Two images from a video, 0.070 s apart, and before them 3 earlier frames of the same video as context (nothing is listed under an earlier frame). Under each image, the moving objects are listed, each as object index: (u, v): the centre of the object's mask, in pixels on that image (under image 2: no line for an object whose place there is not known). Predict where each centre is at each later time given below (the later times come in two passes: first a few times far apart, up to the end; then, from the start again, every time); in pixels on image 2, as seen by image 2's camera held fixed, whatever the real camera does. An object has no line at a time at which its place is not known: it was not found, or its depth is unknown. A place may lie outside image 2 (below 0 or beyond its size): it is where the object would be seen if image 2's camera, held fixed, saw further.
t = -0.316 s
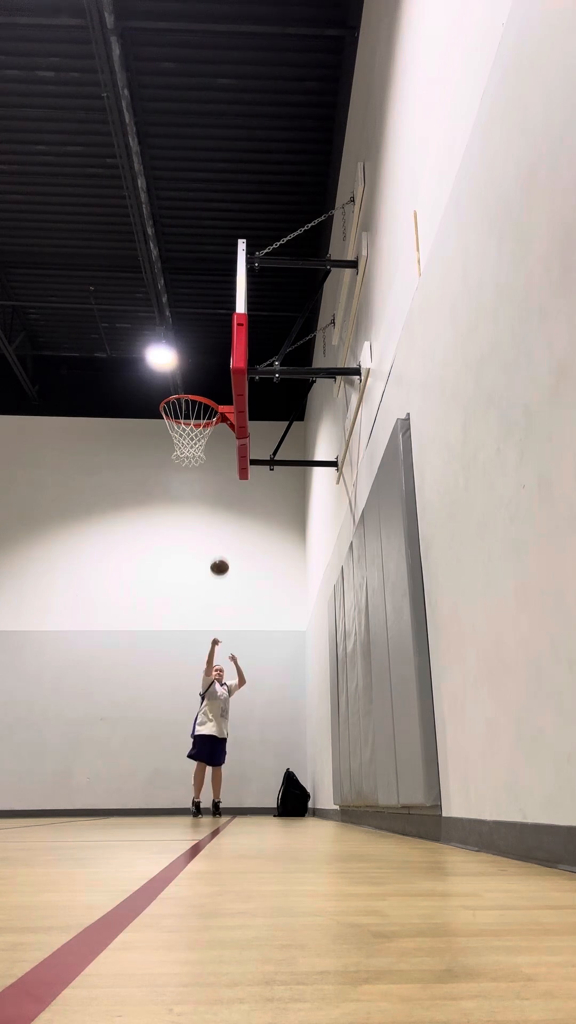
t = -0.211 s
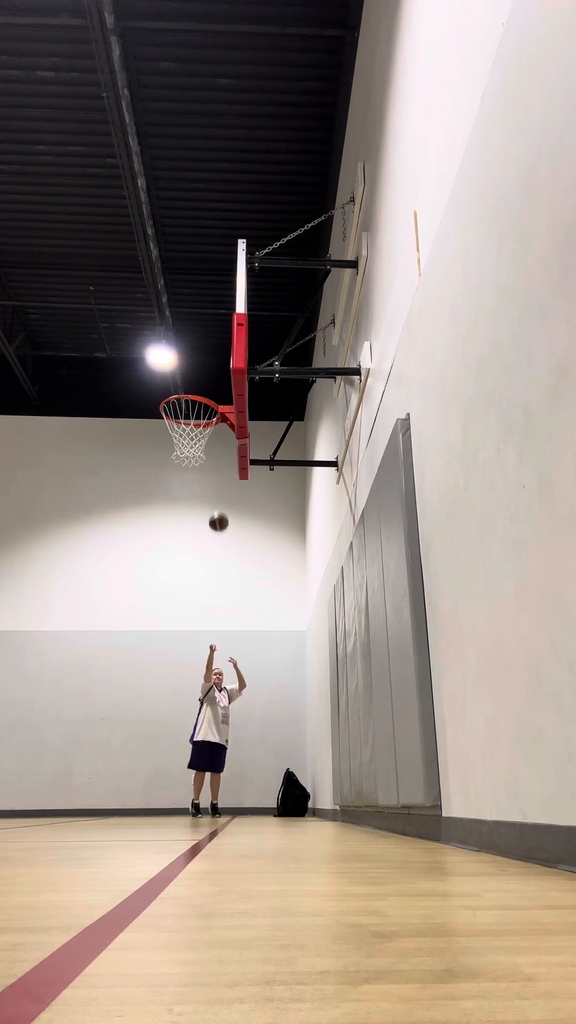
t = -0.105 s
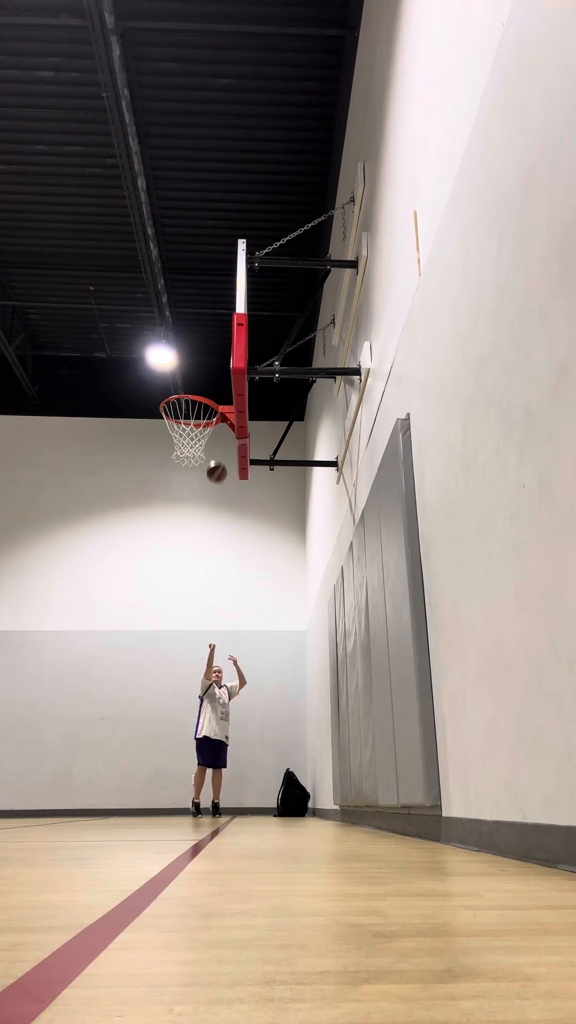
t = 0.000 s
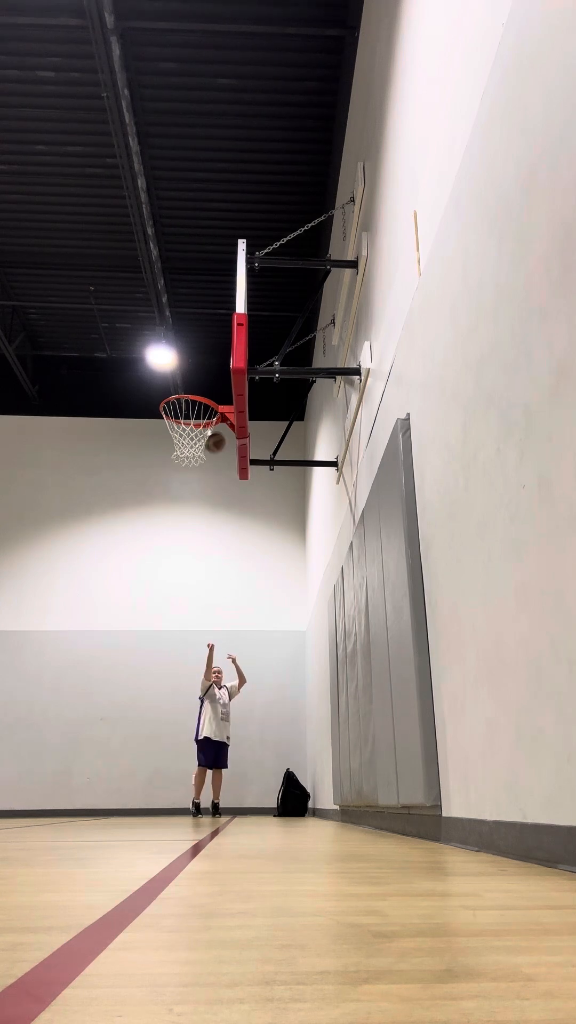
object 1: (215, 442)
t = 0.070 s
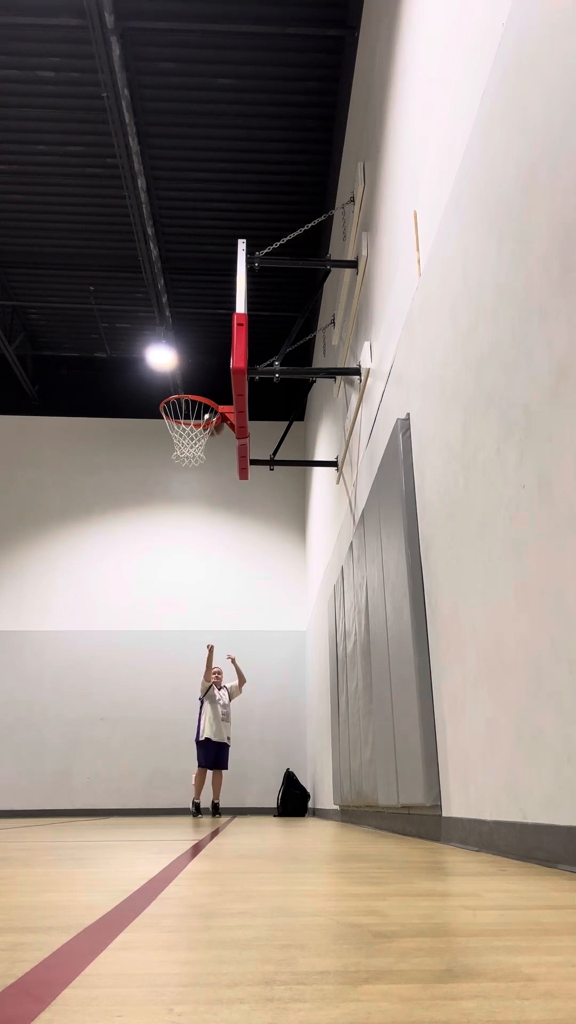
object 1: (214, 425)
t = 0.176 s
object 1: (209, 406)
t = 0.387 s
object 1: (203, 388)
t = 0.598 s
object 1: (180, 432)
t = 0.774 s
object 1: (168, 485)
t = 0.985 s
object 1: (153, 581)
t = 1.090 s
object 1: (144, 646)
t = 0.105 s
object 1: (209, 415)
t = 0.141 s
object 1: (207, 411)
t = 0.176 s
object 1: (209, 406)
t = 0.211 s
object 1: (209, 399)
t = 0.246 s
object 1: (208, 395)
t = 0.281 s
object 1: (207, 391)
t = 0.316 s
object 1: (206, 389)
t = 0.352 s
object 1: (204, 388)
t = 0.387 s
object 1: (203, 388)
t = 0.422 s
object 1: (201, 388)
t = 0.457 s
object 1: (200, 388)
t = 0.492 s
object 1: (196, 399)
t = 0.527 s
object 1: (193, 405)
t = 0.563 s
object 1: (187, 415)
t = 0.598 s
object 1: (180, 432)
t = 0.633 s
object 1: (176, 446)
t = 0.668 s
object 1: (174, 455)
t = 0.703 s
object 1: (172, 463)
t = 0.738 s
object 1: (170, 473)
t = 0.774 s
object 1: (168, 485)
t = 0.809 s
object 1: (166, 498)
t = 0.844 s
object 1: (163, 511)
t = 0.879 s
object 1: (161, 527)
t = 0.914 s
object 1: (158, 544)
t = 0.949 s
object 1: (155, 562)
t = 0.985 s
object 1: (153, 581)
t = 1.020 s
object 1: (150, 601)
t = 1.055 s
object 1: (147, 623)
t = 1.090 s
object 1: (144, 646)
